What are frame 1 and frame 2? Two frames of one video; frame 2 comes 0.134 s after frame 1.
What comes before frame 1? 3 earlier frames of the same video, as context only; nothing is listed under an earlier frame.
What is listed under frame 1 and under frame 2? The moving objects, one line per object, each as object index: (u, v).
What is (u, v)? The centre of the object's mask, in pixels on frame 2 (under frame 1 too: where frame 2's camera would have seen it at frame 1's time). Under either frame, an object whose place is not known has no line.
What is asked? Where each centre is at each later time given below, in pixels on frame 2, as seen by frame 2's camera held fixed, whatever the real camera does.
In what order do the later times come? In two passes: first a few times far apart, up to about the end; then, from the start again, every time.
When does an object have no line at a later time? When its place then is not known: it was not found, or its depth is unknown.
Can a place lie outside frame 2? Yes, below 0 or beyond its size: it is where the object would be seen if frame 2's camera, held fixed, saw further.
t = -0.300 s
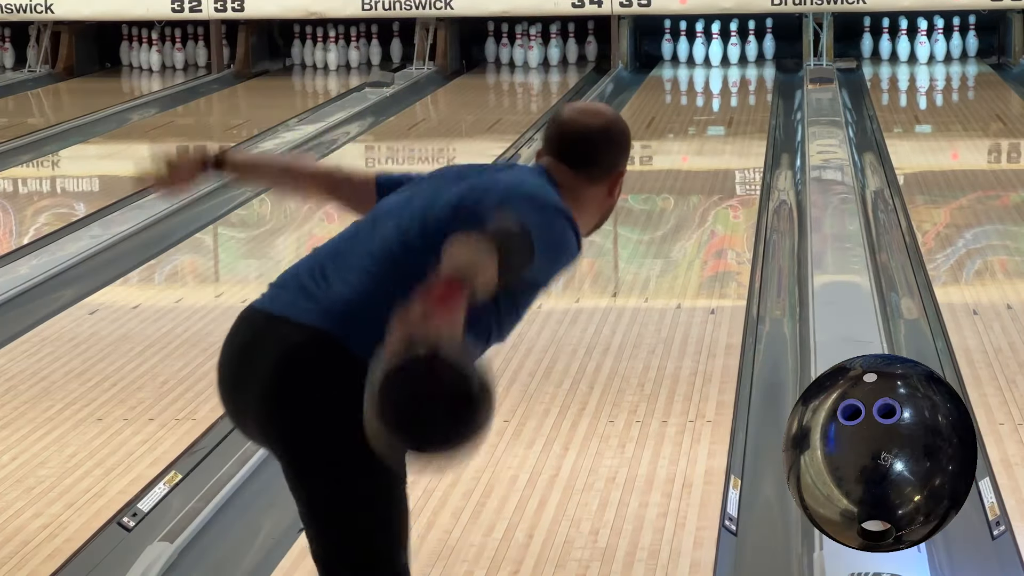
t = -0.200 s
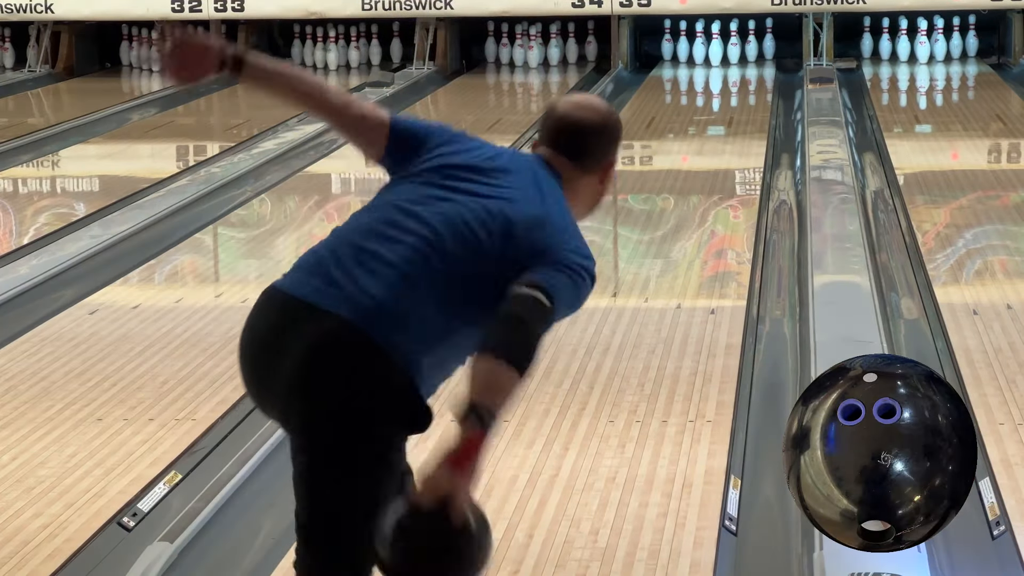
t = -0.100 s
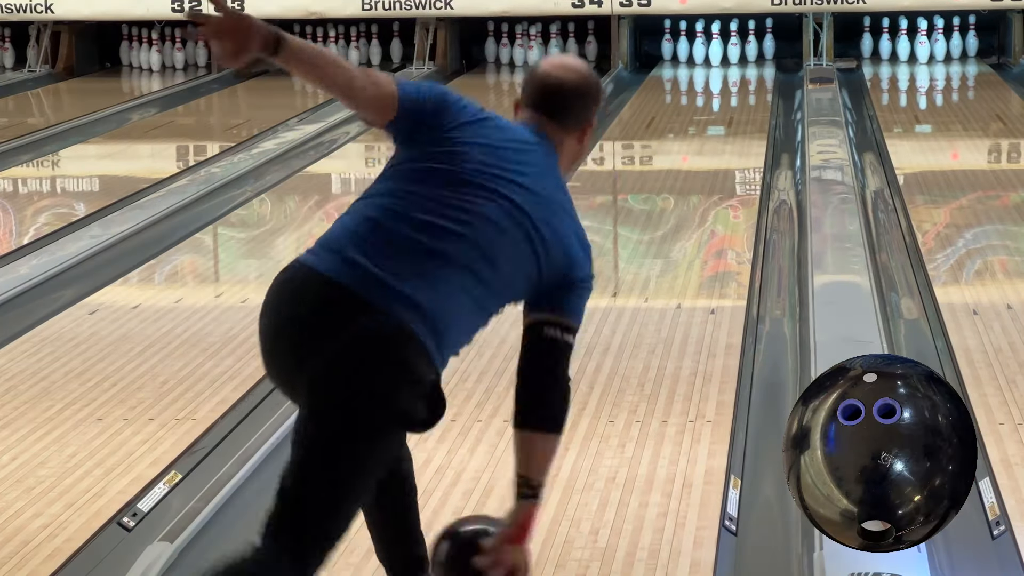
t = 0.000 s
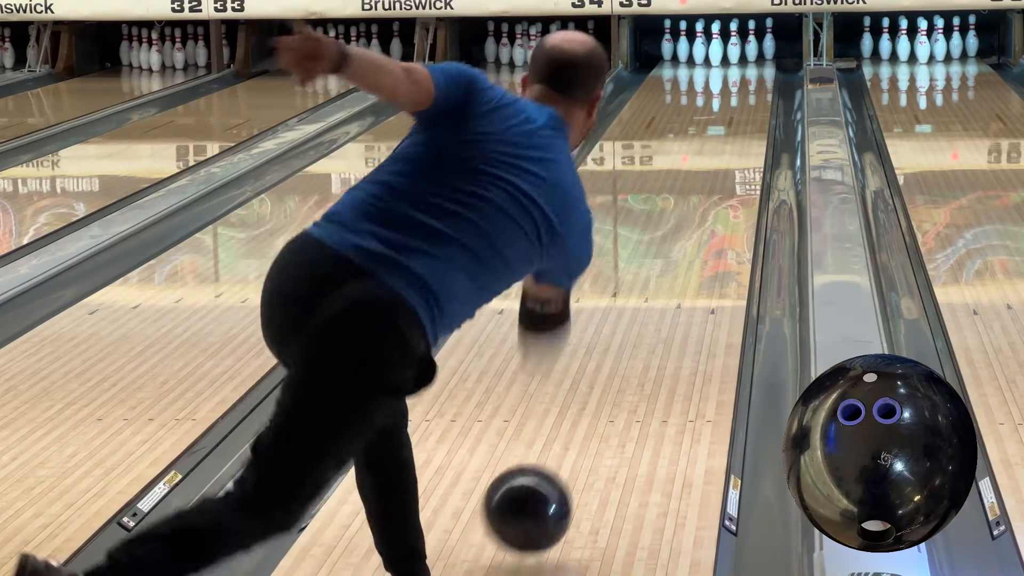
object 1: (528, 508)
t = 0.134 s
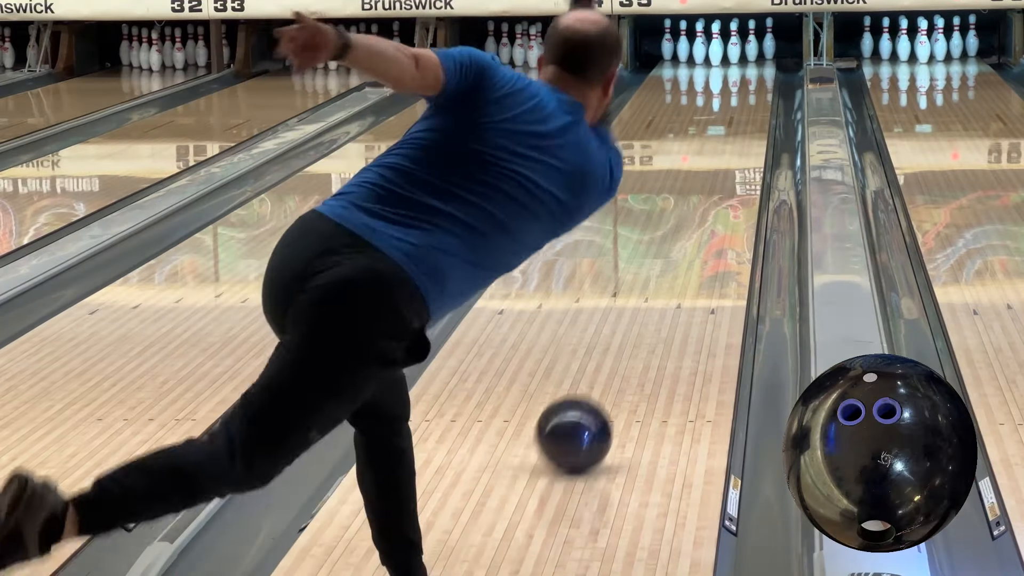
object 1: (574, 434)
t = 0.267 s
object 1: (609, 364)
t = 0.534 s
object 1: (656, 267)
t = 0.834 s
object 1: (688, 196)
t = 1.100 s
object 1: (707, 152)
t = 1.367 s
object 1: (720, 119)
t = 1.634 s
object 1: (728, 93)
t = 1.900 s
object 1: (730, 73)
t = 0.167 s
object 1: (584, 414)
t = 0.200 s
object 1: (593, 397)
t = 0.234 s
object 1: (601, 380)
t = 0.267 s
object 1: (609, 364)
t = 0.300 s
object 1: (616, 349)
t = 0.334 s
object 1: (623, 335)
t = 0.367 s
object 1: (629, 321)
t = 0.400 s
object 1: (635, 309)
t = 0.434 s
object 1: (640, 298)
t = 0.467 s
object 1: (646, 287)
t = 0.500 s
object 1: (651, 276)
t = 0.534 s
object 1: (656, 267)
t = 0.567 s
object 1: (660, 258)
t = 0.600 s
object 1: (664, 249)
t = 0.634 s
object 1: (668, 241)
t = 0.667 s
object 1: (672, 232)
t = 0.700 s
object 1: (675, 225)
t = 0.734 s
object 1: (679, 217)
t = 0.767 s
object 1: (682, 210)
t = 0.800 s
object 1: (685, 203)
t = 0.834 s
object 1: (688, 196)
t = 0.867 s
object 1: (691, 190)
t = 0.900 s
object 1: (693, 184)
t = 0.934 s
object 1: (696, 178)
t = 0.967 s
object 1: (698, 172)
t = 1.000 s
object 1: (700, 167)
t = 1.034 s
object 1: (703, 162)
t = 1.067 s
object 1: (705, 157)
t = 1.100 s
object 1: (707, 152)
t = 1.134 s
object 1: (708, 147)
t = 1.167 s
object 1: (710, 143)
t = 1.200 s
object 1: (712, 139)
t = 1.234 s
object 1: (714, 135)
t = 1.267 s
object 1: (716, 130)
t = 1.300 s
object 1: (717, 127)
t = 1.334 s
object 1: (718, 123)
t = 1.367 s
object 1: (720, 119)
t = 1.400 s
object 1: (721, 115)
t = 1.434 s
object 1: (722, 112)
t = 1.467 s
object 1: (724, 109)
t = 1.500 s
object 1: (725, 105)
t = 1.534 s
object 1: (726, 102)
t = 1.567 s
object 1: (727, 99)
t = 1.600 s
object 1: (728, 96)
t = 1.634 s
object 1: (728, 93)
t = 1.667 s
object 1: (729, 90)
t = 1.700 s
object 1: (730, 87)
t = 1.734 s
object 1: (730, 85)
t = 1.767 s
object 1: (730, 82)
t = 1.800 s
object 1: (731, 79)
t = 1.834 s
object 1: (730, 77)
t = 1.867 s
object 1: (730, 75)
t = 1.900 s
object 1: (730, 73)
